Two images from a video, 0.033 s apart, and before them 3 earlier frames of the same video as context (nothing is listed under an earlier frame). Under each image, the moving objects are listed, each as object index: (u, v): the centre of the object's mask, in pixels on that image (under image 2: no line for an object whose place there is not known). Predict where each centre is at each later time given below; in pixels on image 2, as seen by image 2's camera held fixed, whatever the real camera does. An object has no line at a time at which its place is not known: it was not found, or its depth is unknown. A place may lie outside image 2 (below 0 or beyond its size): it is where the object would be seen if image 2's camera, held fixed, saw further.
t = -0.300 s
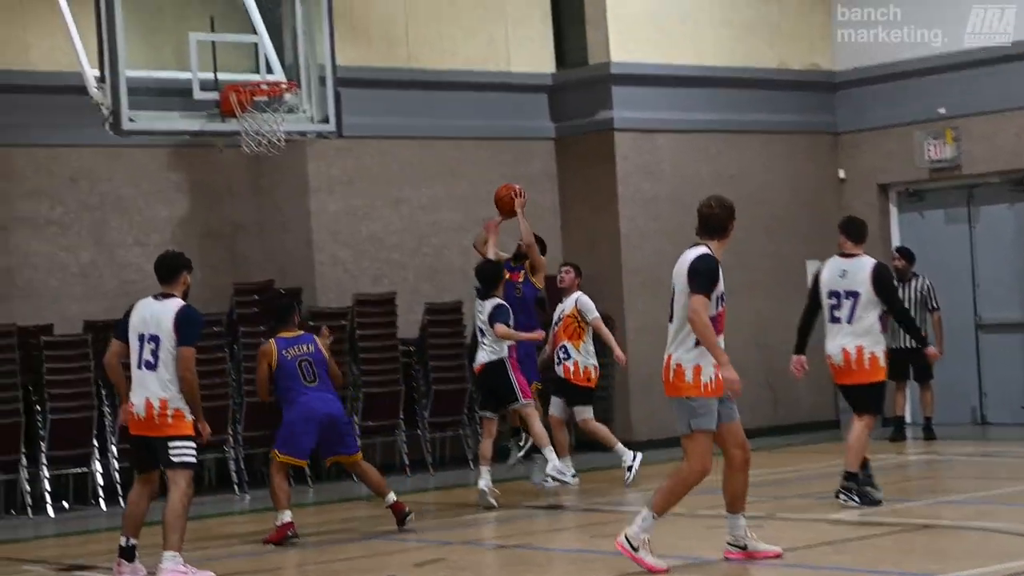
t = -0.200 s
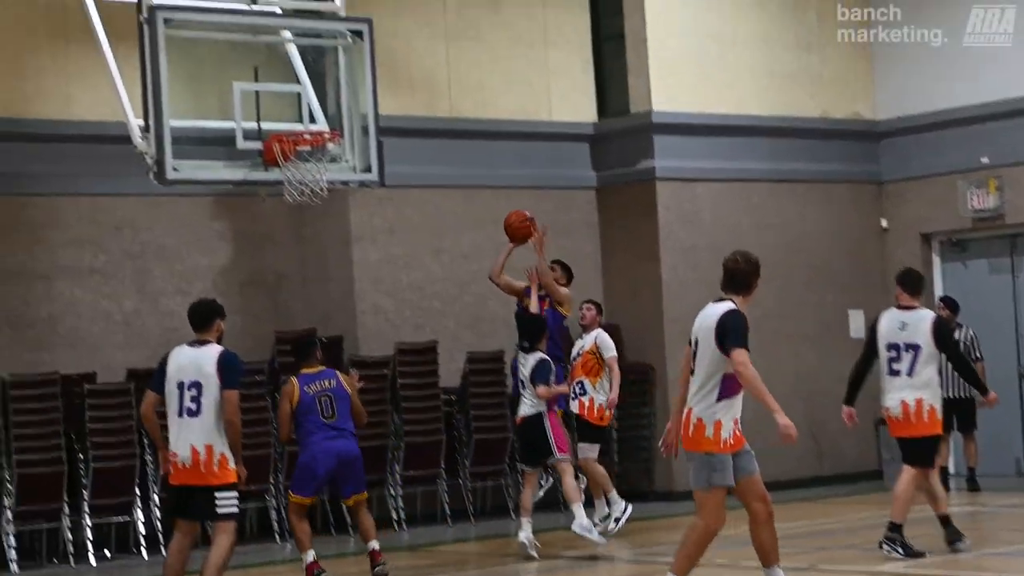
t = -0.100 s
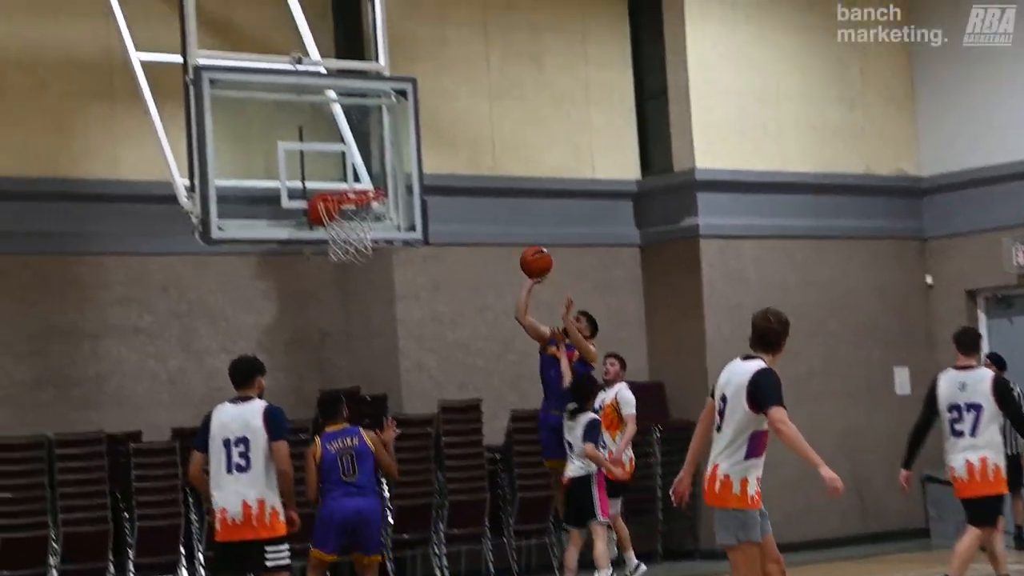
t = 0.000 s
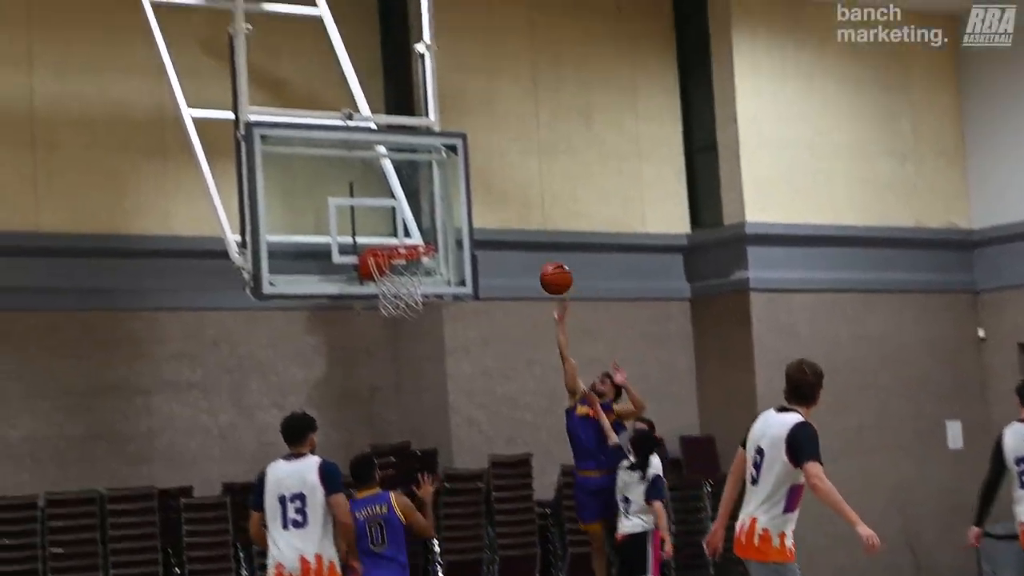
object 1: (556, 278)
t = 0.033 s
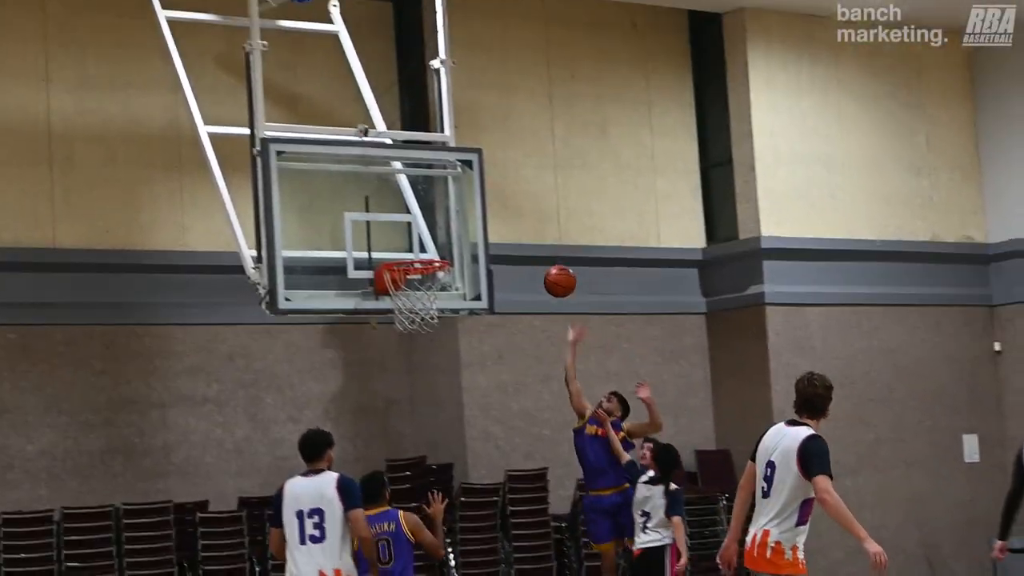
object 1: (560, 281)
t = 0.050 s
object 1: (553, 276)
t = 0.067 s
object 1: (547, 271)
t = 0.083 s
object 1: (541, 266)
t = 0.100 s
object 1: (534, 262)
